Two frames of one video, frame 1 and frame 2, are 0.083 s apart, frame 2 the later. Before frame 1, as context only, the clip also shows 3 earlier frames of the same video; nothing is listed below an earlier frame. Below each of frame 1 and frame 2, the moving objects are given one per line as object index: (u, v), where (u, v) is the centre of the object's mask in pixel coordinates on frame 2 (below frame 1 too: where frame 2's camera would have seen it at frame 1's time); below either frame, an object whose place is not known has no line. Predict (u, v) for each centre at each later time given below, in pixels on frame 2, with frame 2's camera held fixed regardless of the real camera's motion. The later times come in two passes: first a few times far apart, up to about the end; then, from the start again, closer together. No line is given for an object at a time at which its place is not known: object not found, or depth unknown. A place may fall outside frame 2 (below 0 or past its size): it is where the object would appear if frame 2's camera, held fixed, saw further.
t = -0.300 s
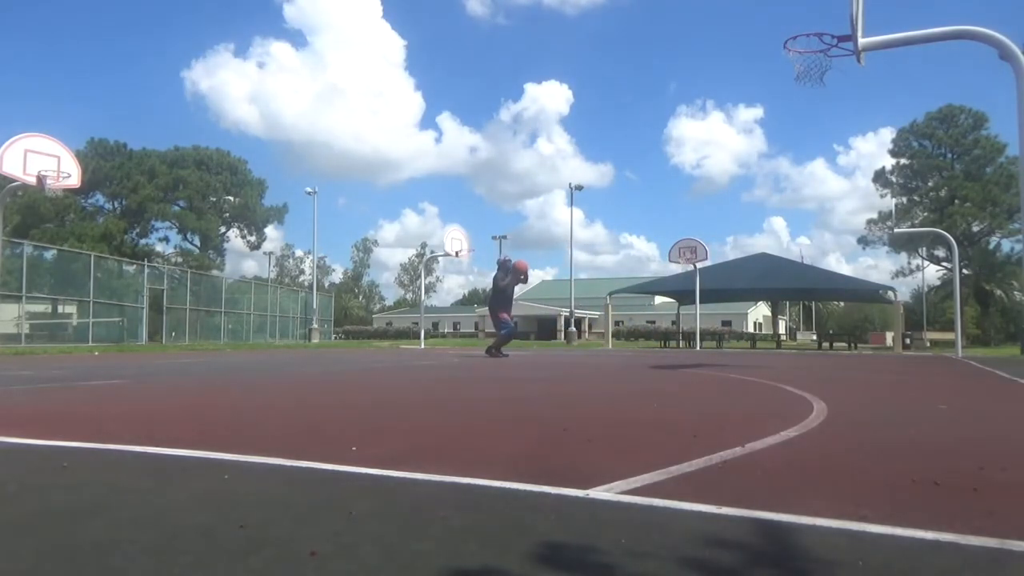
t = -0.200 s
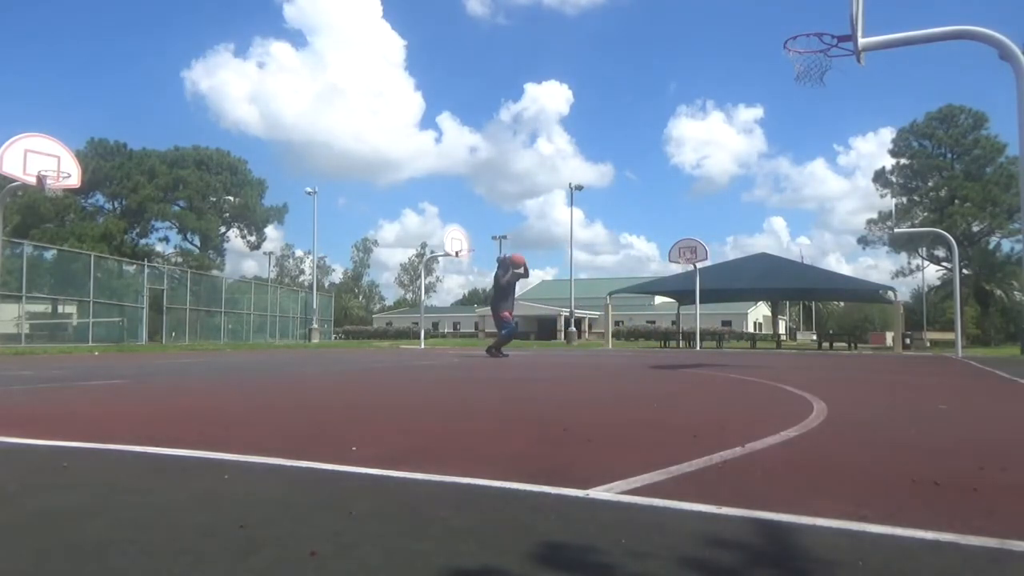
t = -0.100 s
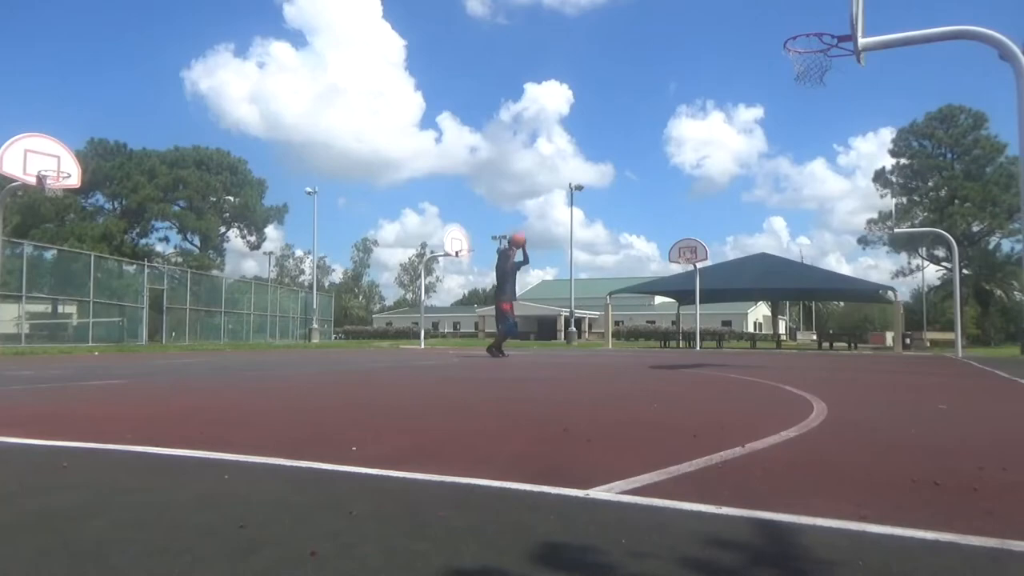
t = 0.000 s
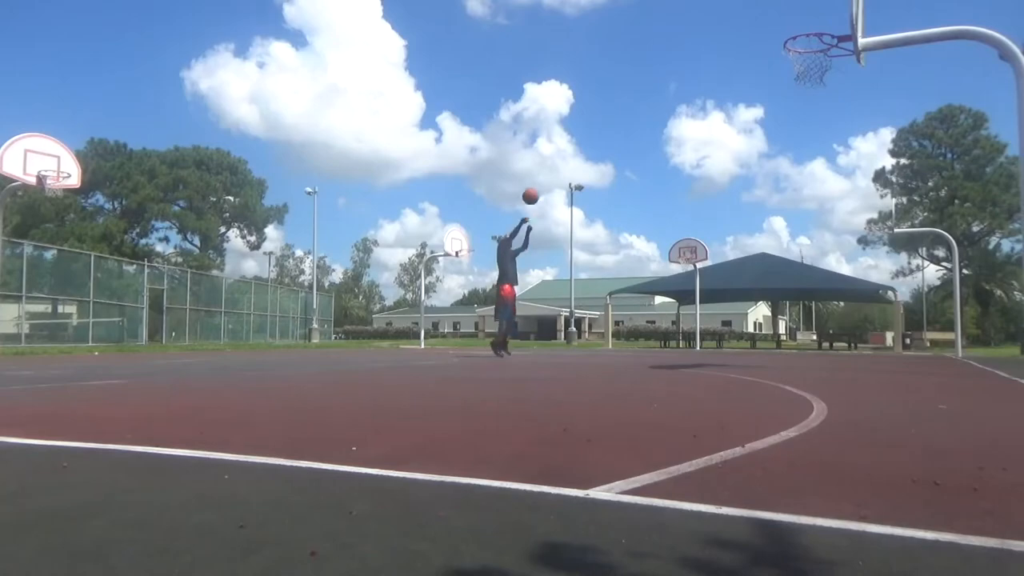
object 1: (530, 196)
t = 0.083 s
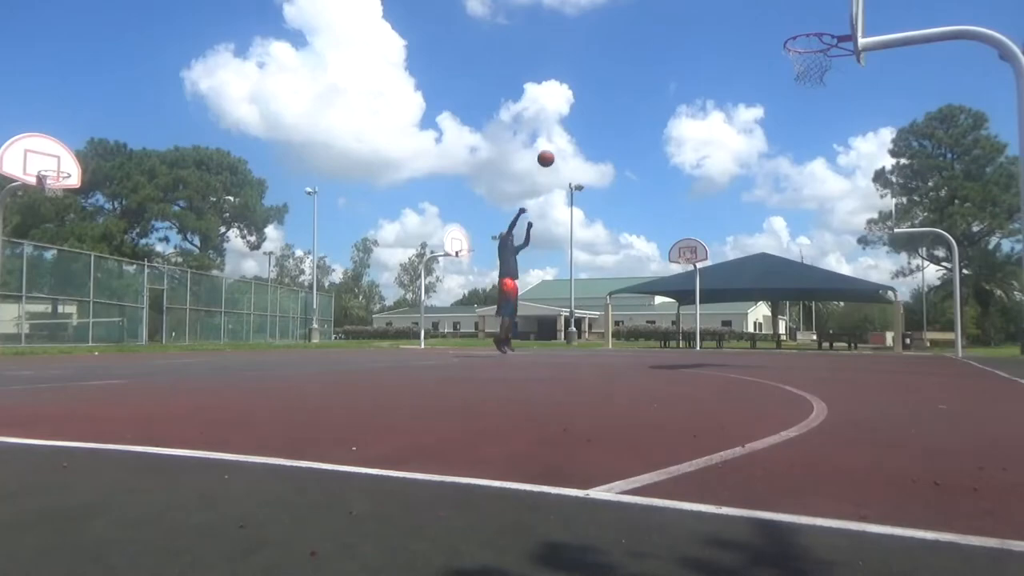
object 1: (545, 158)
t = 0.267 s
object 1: (582, 86)
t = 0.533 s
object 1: (644, 16)
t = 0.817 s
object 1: (725, 3)
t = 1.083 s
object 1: (817, 39)
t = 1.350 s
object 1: (808, 58)
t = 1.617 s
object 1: (800, 132)
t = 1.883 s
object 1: (796, 274)
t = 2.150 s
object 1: (792, 294)
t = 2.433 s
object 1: (787, 227)
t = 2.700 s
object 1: (785, 236)
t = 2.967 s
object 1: (787, 305)
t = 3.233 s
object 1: (786, 314)
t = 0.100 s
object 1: (549, 151)
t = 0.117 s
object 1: (552, 144)
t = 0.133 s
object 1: (555, 137)
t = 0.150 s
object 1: (558, 130)
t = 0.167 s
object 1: (561, 124)
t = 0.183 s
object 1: (565, 117)
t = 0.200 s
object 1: (568, 111)
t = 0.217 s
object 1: (572, 105)
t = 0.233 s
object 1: (575, 98)
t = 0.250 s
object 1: (579, 93)
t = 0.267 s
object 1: (582, 86)
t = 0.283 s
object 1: (585, 81)
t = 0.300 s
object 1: (589, 75)
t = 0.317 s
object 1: (592, 70)
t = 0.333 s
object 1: (596, 65)
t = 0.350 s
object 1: (600, 60)
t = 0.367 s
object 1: (603, 55)
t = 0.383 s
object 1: (607, 51)
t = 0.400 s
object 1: (611, 46)
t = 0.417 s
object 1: (615, 42)
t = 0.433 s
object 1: (619, 37)
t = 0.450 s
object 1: (623, 33)
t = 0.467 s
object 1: (627, 29)
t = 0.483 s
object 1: (631, 26)
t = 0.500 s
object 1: (635, 22)
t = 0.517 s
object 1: (639, 19)
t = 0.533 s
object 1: (644, 16)
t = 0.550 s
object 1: (648, 13)
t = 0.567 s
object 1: (652, 10)
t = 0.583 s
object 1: (657, 9)
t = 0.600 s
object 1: (661, 7)
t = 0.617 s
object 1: (665, 6)
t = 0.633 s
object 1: (670, 6)
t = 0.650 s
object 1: (675, 5)
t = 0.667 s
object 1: (680, 4)
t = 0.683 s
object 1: (684, 4)
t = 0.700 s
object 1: (689, 3)
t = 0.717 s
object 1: (694, 3)
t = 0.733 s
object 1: (700, 3)
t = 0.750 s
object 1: (704, 3)
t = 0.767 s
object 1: (710, 3)
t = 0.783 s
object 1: (715, 3)
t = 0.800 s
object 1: (720, 3)
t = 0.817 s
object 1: (725, 3)
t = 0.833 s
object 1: (731, 4)
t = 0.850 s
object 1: (737, 4)
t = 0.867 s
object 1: (742, 5)
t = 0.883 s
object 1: (748, 5)
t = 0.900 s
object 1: (754, 6)
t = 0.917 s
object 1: (760, 8)
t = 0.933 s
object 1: (766, 9)
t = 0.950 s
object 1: (773, 11)
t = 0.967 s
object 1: (779, 12)
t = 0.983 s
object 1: (785, 16)
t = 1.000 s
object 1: (792, 20)
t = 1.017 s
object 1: (798, 23)
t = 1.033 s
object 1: (805, 29)
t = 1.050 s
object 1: (810, 33)
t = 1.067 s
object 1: (813, 36)
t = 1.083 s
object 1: (817, 39)
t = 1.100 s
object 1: (820, 42)
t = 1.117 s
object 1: (823, 45)
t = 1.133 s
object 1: (818, 45)
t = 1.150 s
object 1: (812, 46)
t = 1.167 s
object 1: (806, 46)
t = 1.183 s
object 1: (800, 48)
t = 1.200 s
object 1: (799, 48)
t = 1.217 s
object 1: (800, 48)
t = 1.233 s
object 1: (802, 48)
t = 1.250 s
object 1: (804, 48)
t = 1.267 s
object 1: (807, 49)
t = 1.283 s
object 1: (809, 49)
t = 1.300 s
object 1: (811, 50)
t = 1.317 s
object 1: (810, 53)
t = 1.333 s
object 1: (809, 56)
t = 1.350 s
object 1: (808, 58)
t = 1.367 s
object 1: (807, 61)
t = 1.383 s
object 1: (807, 64)
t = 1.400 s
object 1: (806, 66)
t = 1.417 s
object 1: (806, 70)
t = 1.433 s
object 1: (805, 74)
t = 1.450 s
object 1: (805, 77)
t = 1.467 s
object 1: (804, 81)
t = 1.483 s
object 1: (804, 86)
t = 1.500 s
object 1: (803, 91)
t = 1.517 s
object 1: (803, 96)
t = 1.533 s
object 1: (802, 101)
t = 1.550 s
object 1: (802, 106)
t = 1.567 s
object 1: (801, 113)
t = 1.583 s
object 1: (801, 118)
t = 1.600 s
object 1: (801, 125)
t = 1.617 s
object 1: (800, 132)
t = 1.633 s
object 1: (800, 138)
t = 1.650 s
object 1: (799, 145)
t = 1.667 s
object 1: (799, 153)
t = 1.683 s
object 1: (799, 160)
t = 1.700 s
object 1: (799, 168)
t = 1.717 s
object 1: (798, 177)
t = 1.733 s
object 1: (798, 185)
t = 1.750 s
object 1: (798, 194)
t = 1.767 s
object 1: (798, 203)
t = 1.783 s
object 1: (797, 212)
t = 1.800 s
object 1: (797, 222)
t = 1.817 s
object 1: (797, 231)
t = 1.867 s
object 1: (796, 262)
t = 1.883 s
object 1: (796, 274)
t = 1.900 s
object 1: (796, 283)
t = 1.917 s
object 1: (797, 296)
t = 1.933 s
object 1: (795, 307)
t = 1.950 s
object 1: (795, 319)
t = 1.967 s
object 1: (795, 332)
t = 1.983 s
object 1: (794, 345)
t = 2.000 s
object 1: (794, 357)
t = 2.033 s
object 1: (793, 348)
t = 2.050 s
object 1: (794, 339)
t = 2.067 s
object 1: (793, 331)
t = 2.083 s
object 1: (793, 322)
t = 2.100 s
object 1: (793, 315)
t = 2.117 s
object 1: (792, 307)
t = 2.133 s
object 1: (792, 300)
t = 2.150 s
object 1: (792, 294)
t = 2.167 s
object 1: (792, 285)
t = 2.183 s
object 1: (792, 281)
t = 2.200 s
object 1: (791, 276)
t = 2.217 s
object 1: (790, 271)
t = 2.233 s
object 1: (790, 266)
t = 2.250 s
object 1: (789, 260)
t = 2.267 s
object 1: (789, 256)
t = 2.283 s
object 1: (789, 252)
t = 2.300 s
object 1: (788, 248)
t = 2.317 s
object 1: (788, 244)
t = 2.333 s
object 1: (788, 241)
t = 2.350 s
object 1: (787, 238)
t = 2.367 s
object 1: (787, 235)
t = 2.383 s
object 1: (787, 233)
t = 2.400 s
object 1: (787, 231)
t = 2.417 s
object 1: (787, 229)
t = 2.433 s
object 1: (787, 227)
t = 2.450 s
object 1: (786, 226)
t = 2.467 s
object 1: (786, 225)
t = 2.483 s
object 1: (786, 224)
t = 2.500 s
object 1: (786, 223)
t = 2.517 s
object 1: (785, 223)
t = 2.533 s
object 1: (785, 223)
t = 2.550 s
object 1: (785, 223)
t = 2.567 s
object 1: (785, 224)
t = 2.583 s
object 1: (785, 224)
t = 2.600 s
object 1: (785, 225)
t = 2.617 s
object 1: (785, 226)
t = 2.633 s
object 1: (785, 228)
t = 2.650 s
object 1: (785, 229)
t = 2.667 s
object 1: (785, 231)
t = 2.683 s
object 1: (785, 234)
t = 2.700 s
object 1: (785, 236)
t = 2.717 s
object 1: (785, 239)
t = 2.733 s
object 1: (785, 241)
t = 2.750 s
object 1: (785, 245)
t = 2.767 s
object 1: (785, 248)
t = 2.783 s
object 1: (785, 251)
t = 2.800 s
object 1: (785, 255)
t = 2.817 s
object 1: (785, 259)
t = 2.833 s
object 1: (786, 263)
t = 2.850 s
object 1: (785, 268)
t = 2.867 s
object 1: (786, 273)
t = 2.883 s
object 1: (785, 277)
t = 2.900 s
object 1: (786, 281)
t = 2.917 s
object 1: (787, 286)
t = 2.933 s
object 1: (787, 293)
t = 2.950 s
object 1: (787, 299)
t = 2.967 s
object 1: (787, 305)
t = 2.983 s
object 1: (786, 312)
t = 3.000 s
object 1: (786, 319)
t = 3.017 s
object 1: (787, 325)
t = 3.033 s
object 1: (786, 334)
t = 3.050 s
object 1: (786, 341)
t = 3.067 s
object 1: (786, 348)
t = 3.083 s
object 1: (786, 356)
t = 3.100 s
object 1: (786, 354)
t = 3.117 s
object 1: (786, 348)
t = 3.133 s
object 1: (786, 343)
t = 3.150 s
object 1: (786, 338)
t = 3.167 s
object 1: (787, 332)
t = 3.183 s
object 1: (786, 327)
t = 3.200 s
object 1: (786, 322)
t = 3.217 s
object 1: (786, 318)
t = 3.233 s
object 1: (786, 314)
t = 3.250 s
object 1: (786, 311)
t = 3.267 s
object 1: (787, 307)
